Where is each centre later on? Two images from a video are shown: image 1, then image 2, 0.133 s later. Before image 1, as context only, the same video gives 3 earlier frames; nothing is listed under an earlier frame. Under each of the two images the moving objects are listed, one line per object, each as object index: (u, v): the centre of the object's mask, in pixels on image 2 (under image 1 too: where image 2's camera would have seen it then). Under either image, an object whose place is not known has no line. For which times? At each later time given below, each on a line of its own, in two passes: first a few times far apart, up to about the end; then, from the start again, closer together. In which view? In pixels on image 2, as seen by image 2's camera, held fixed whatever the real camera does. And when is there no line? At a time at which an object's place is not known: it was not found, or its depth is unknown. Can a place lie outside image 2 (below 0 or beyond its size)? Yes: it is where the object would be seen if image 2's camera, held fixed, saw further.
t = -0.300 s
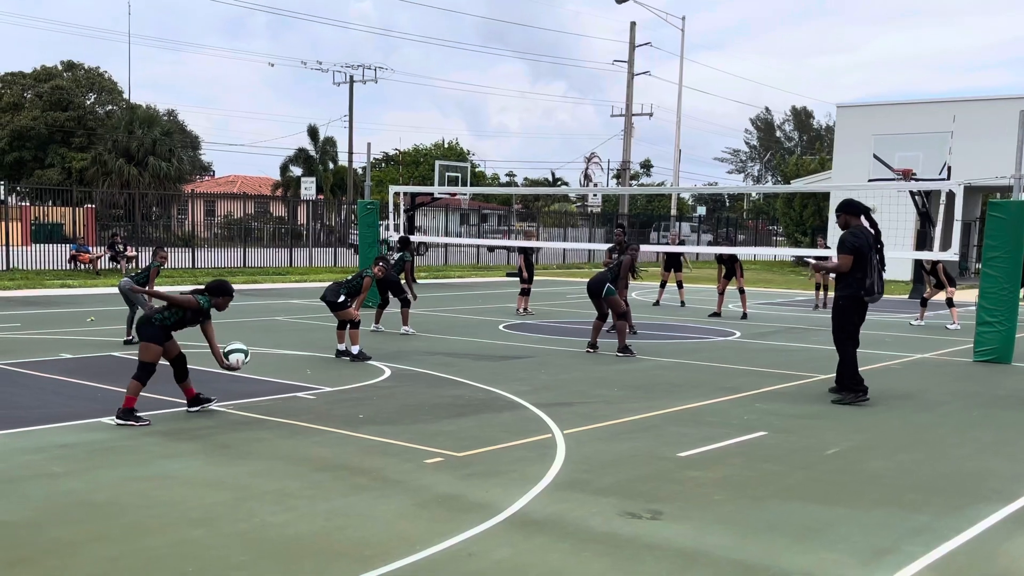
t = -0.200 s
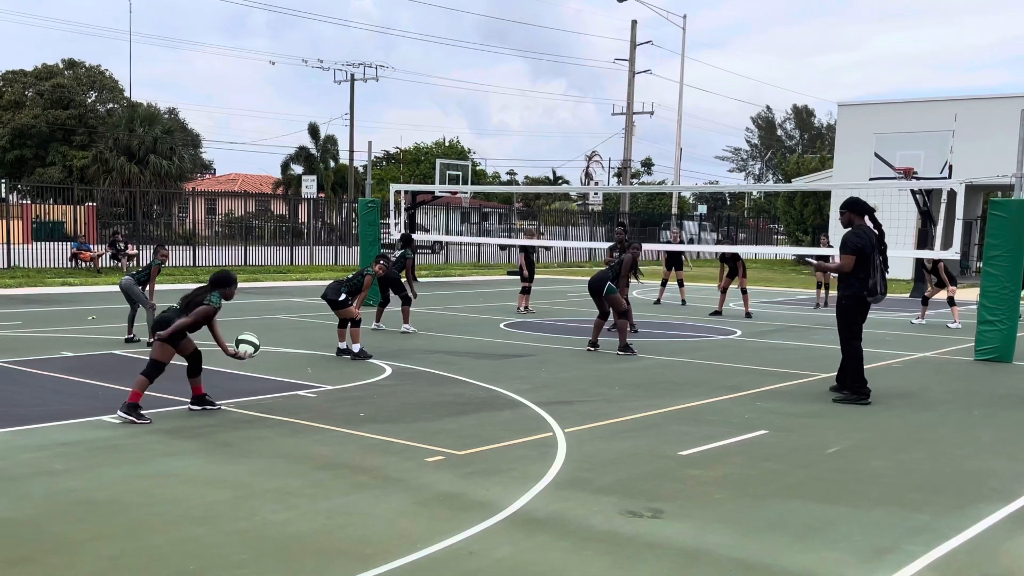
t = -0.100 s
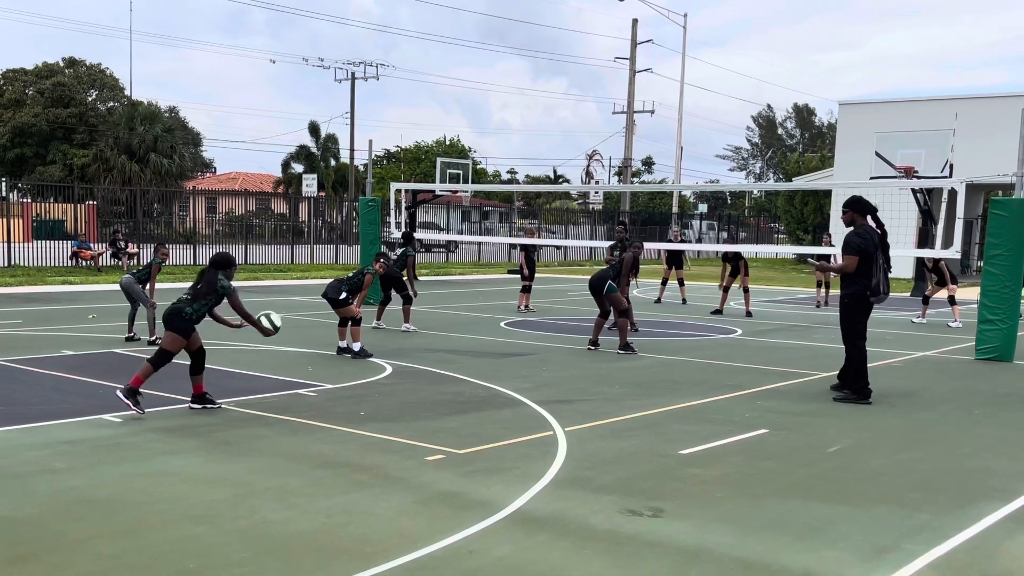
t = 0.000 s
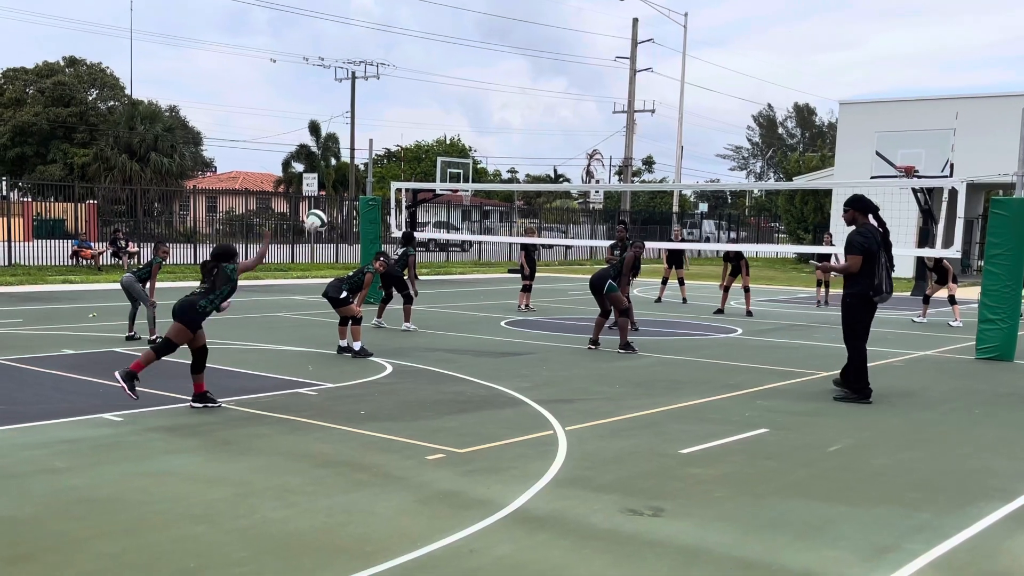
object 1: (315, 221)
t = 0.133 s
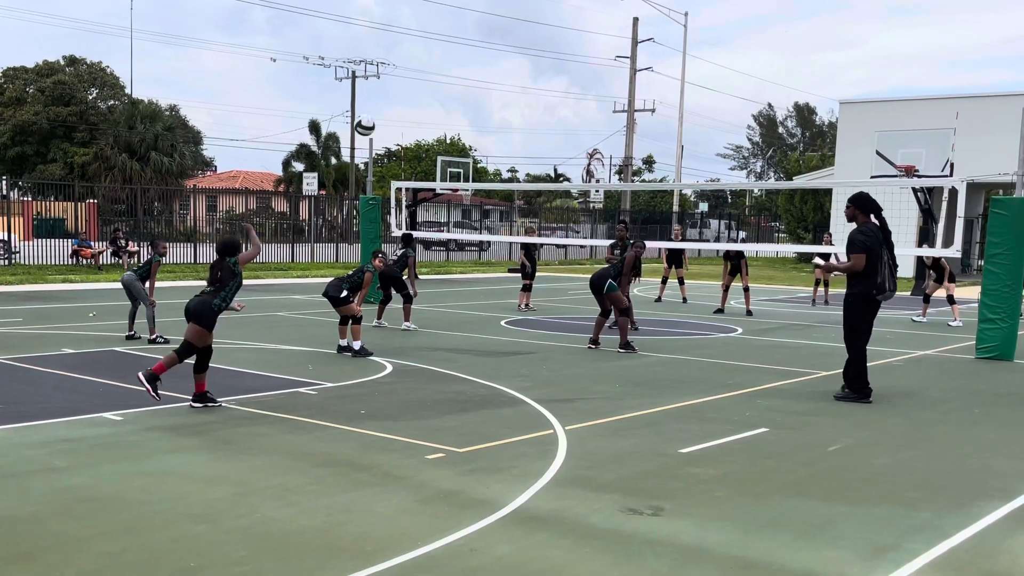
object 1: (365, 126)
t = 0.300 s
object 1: (409, 54)
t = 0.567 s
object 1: (458, 16)
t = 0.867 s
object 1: (492, 42)
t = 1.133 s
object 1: (514, 105)
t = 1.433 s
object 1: (533, 201)
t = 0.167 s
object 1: (375, 109)
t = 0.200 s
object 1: (384, 92)
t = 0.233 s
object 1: (393, 77)
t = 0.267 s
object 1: (402, 65)
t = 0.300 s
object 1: (409, 54)
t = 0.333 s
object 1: (417, 45)
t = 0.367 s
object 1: (423, 38)
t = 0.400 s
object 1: (430, 32)
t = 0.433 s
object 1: (437, 26)
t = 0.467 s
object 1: (442, 21)
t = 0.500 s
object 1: (448, 18)
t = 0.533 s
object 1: (453, 17)
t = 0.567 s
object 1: (458, 16)
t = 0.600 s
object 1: (463, 15)
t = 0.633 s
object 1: (467, 17)
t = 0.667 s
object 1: (471, 18)
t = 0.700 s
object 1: (475, 21)
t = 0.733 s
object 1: (479, 24)
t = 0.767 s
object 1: (483, 27)
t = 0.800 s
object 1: (486, 32)
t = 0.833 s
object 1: (489, 37)
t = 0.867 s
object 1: (492, 42)
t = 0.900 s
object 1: (495, 49)
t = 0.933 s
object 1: (498, 56)
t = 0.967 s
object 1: (501, 63)
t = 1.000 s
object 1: (504, 70)
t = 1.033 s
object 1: (507, 78)
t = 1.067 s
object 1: (509, 87)
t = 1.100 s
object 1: (511, 96)
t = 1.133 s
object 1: (514, 105)
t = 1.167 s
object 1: (516, 115)
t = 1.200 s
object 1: (518, 125)
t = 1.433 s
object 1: (533, 201)
